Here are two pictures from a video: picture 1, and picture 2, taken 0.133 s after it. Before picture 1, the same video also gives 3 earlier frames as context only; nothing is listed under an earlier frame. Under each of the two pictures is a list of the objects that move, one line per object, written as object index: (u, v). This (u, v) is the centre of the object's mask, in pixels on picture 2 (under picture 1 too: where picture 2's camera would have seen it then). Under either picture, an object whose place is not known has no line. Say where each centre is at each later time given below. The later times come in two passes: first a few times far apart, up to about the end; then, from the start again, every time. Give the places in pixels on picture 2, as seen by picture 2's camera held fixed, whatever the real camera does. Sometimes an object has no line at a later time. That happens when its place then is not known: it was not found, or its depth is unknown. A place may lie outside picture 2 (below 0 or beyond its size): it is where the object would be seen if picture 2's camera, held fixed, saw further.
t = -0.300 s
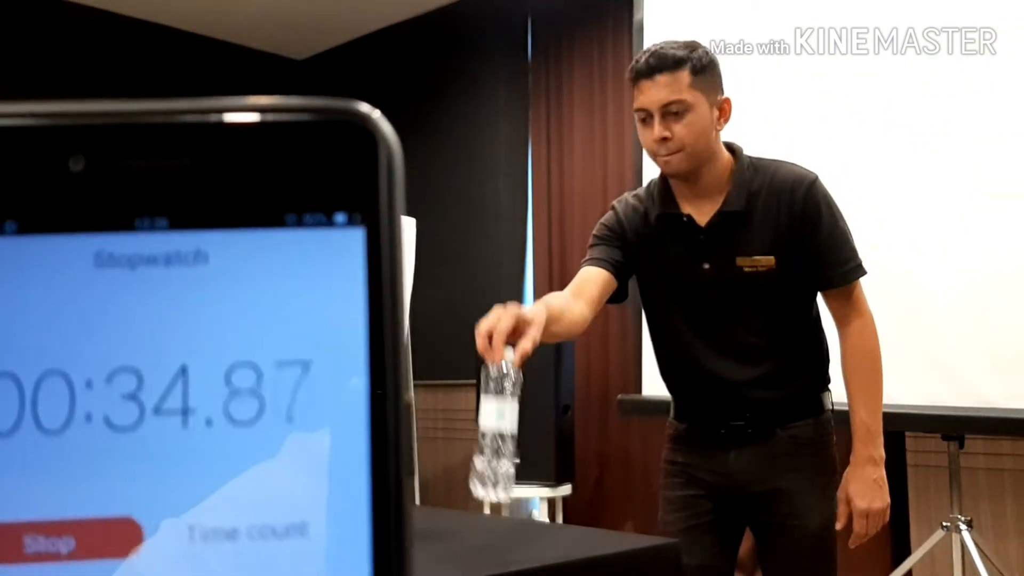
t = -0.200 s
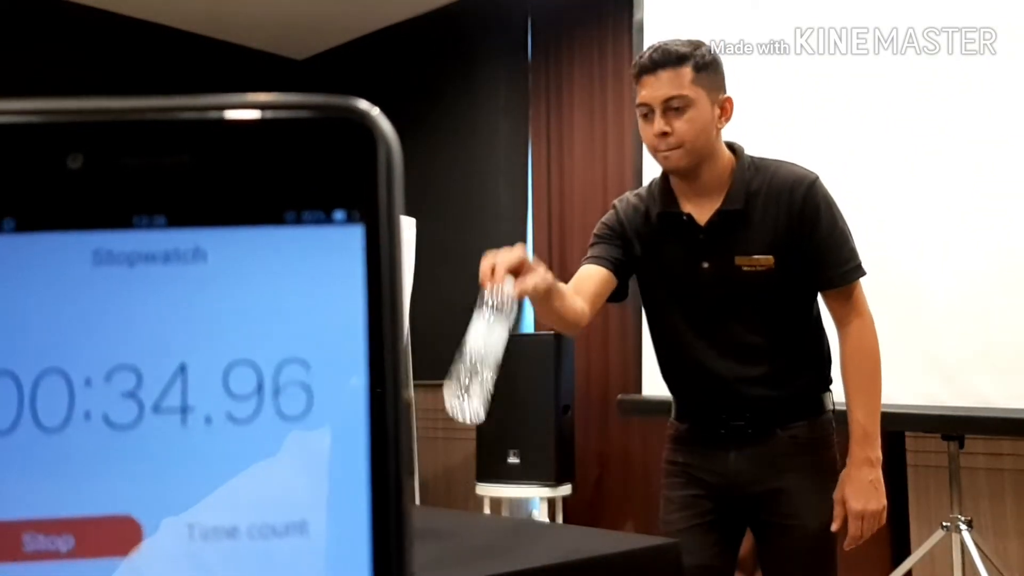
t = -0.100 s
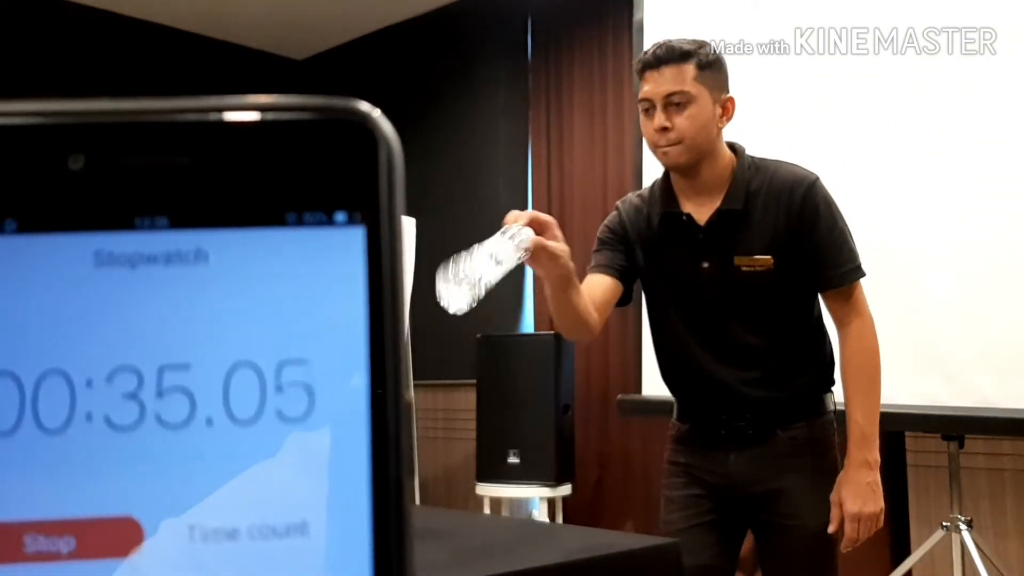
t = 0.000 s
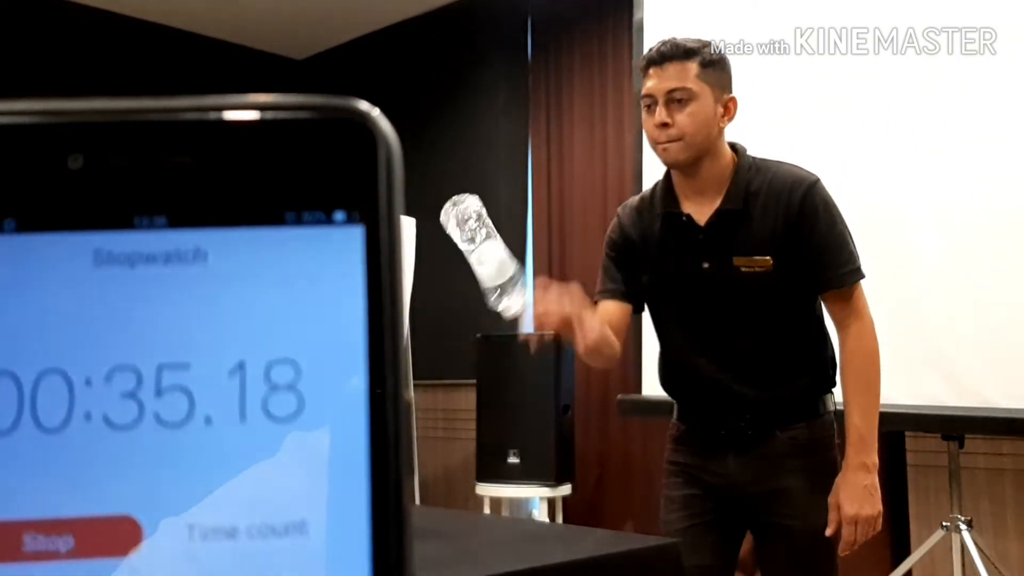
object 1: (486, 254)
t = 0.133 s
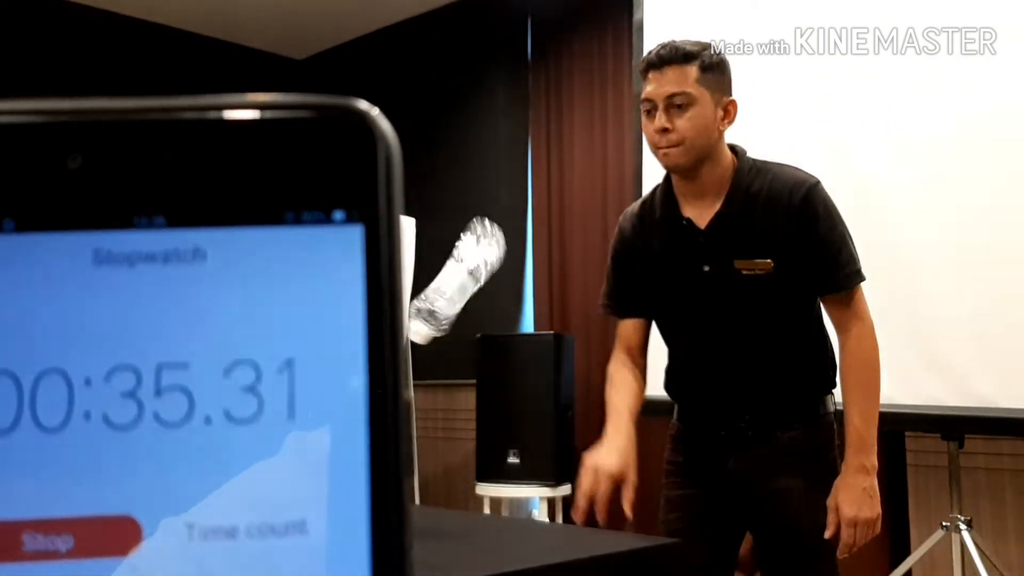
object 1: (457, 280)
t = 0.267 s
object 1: (469, 398)
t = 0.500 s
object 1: (466, 534)
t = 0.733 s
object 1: (472, 533)
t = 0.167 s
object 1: (460, 293)
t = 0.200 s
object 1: (463, 318)
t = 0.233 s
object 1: (465, 353)
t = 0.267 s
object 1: (469, 398)
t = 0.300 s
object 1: (473, 456)
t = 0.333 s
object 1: (469, 489)
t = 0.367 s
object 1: (462, 521)
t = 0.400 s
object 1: (468, 533)
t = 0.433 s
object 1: (467, 534)
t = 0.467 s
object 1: (467, 534)
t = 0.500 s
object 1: (466, 534)
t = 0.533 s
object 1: (465, 534)
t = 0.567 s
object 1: (465, 533)
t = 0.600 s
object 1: (465, 533)
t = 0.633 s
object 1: (468, 533)
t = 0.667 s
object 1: (471, 533)
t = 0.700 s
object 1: (472, 533)
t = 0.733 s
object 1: (472, 533)
